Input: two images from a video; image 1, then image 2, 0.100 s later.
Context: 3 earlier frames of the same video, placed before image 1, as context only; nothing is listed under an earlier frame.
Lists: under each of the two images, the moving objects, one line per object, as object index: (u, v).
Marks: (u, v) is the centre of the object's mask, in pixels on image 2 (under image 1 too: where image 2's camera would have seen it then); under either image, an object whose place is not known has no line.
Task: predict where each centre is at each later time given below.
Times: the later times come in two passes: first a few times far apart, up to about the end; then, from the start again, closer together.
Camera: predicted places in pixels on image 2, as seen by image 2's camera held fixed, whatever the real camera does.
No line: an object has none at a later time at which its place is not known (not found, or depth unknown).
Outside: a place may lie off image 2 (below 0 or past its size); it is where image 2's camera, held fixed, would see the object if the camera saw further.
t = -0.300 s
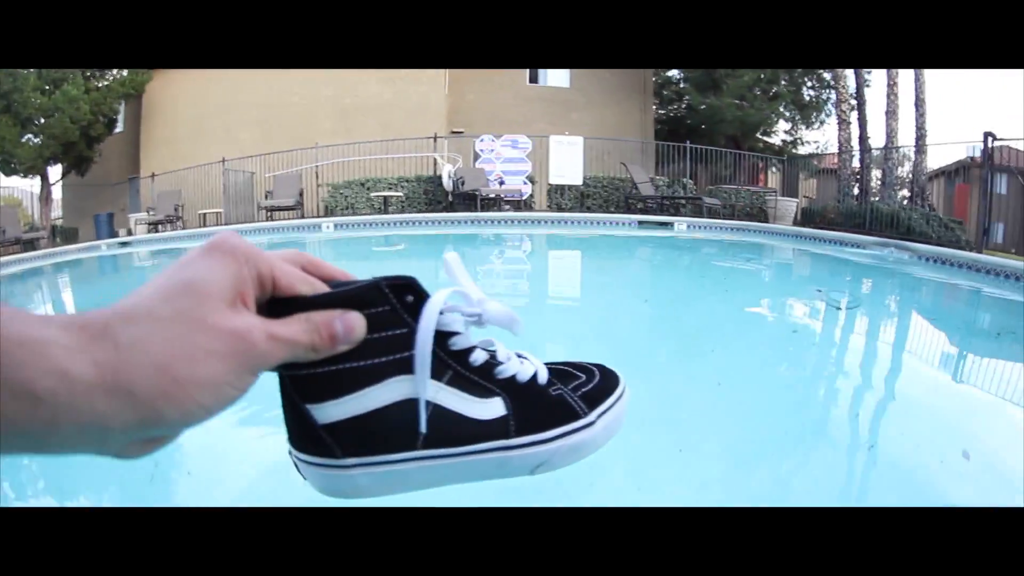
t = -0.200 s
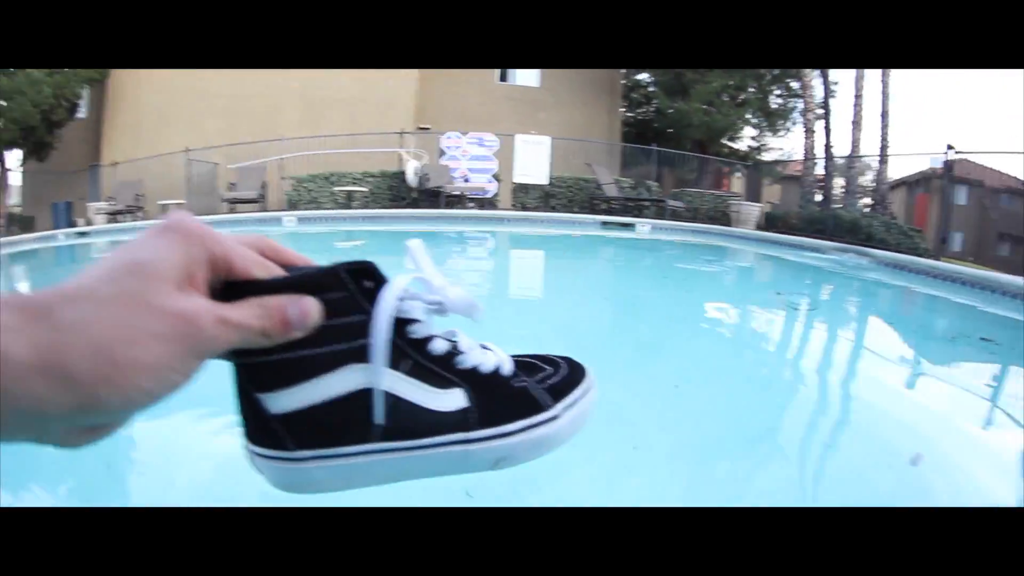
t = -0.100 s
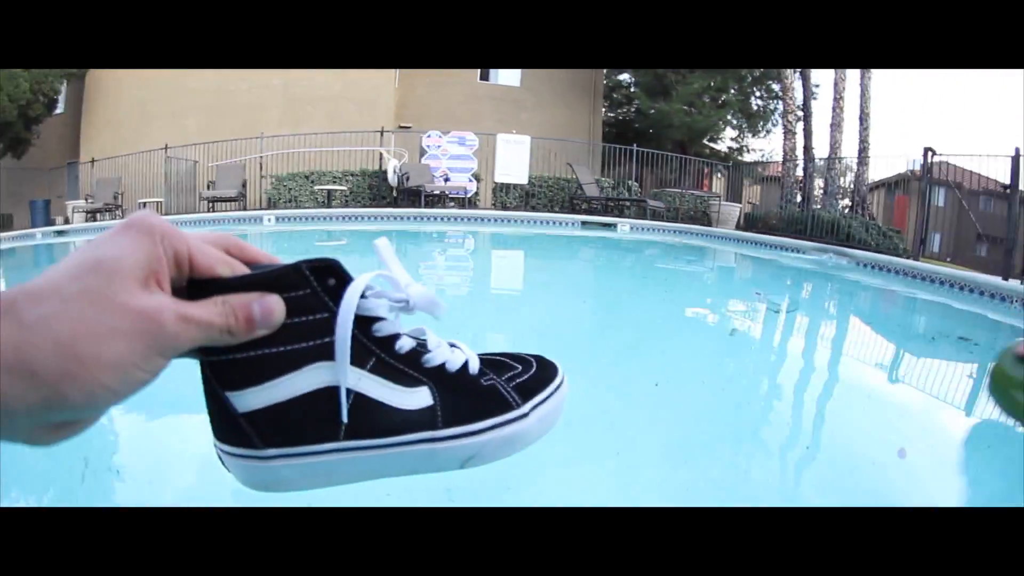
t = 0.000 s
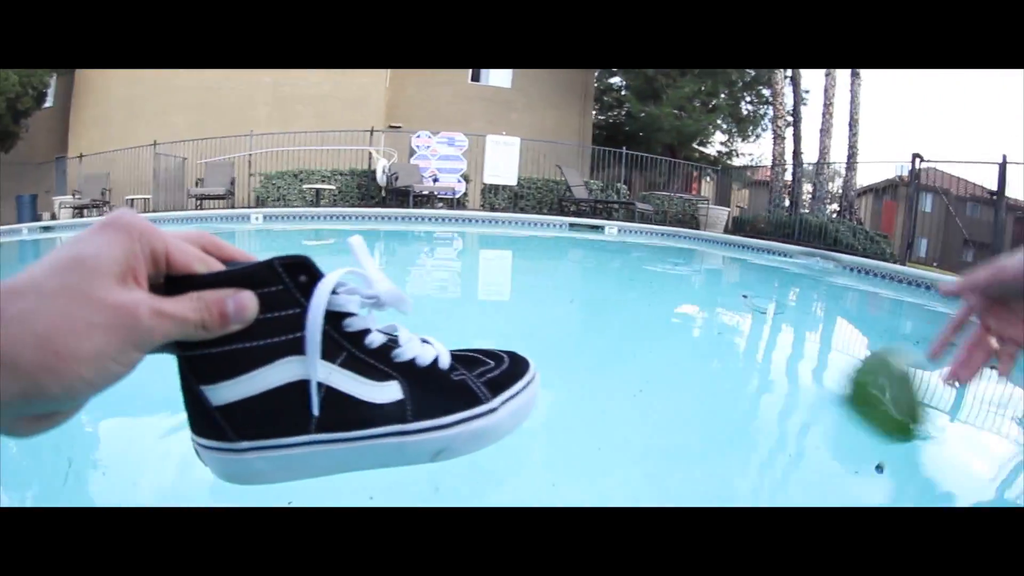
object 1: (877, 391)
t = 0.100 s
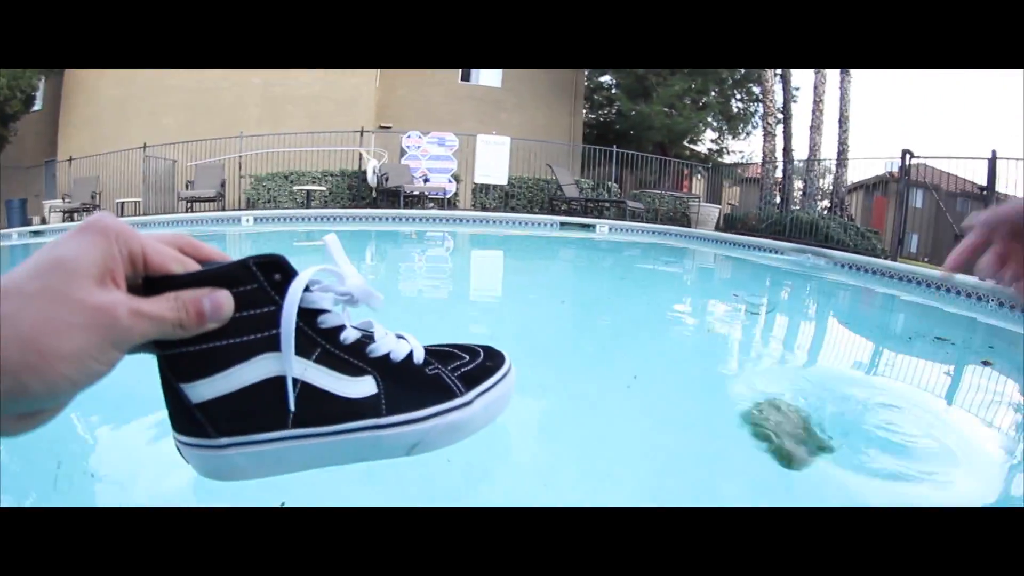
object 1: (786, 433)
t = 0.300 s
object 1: (663, 410)
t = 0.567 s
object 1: (580, 383)
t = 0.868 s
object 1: (540, 356)
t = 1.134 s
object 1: (522, 341)
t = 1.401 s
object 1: (510, 333)
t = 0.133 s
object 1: (780, 420)
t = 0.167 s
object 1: (767, 403)
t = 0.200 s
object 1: (746, 383)
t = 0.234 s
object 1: (717, 384)
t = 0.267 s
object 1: (692, 392)
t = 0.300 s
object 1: (663, 410)
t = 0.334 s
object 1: (654, 407)
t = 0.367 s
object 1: (641, 398)
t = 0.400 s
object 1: (632, 387)
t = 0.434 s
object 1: (618, 376)
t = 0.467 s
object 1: (605, 377)
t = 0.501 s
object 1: (595, 382)
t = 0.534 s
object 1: (586, 385)
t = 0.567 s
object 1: (580, 383)
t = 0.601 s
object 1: (576, 375)
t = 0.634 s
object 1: (573, 368)
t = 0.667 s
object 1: (568, 365)
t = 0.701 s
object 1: (561, 367)
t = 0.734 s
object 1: (554, 368)
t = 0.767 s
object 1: (549, 366)
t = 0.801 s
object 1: (546, 363)
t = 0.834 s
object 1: (542, 360)
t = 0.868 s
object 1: (540, 356)
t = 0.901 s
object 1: (538, 355)
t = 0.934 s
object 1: (535, 355)
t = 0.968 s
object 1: (532, 353)
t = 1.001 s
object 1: (528, 350)
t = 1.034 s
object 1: (527, 347)
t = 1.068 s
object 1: (526, 344)
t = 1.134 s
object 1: (522, 341)
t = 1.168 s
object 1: (521, 340)
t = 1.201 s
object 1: (519, 338)
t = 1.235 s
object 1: (517, 338)
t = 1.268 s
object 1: (515, 338)
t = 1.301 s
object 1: (514, 337)
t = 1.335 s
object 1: (512, 336)
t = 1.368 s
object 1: (511, 335)
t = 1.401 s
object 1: (510, 333)
